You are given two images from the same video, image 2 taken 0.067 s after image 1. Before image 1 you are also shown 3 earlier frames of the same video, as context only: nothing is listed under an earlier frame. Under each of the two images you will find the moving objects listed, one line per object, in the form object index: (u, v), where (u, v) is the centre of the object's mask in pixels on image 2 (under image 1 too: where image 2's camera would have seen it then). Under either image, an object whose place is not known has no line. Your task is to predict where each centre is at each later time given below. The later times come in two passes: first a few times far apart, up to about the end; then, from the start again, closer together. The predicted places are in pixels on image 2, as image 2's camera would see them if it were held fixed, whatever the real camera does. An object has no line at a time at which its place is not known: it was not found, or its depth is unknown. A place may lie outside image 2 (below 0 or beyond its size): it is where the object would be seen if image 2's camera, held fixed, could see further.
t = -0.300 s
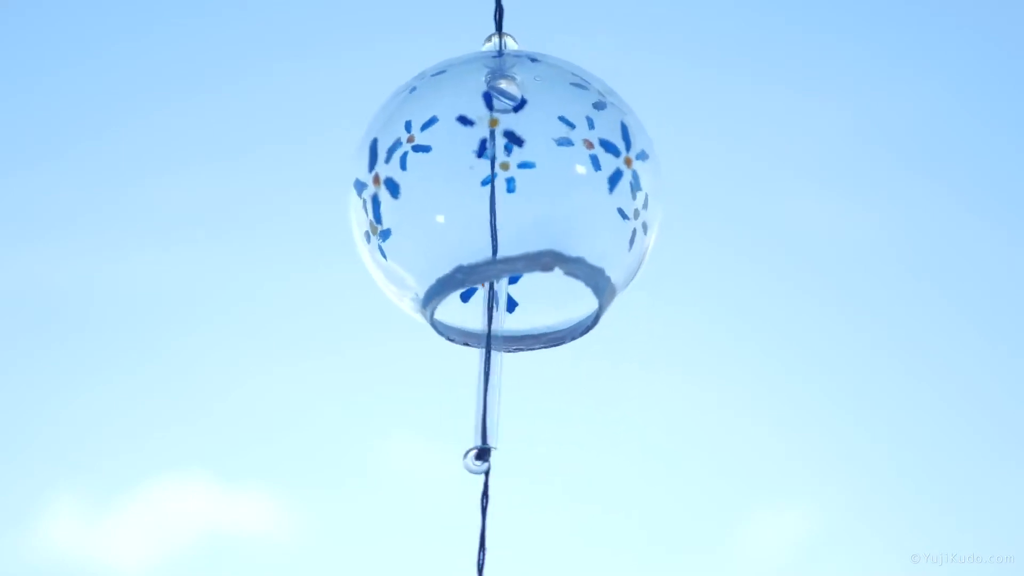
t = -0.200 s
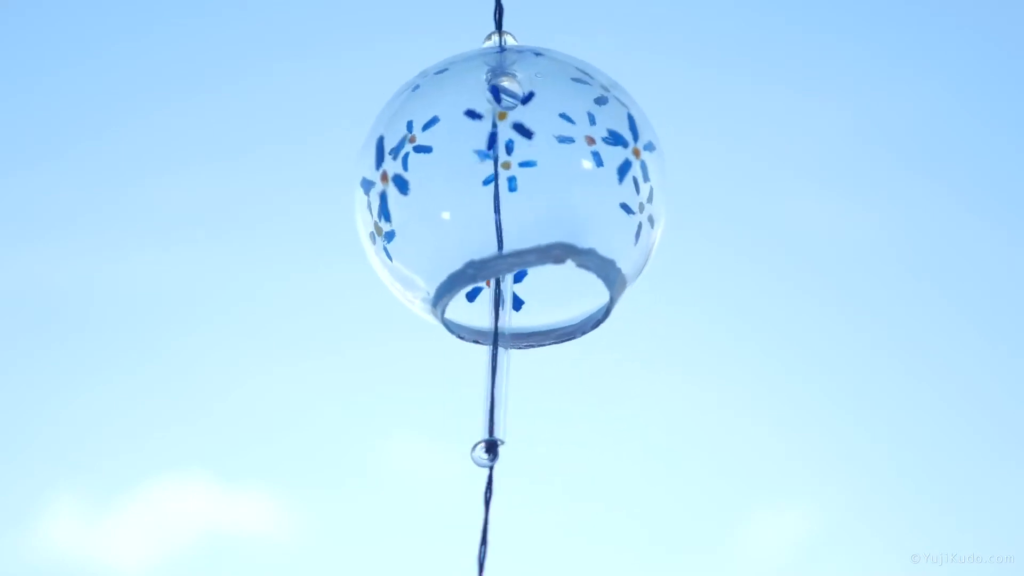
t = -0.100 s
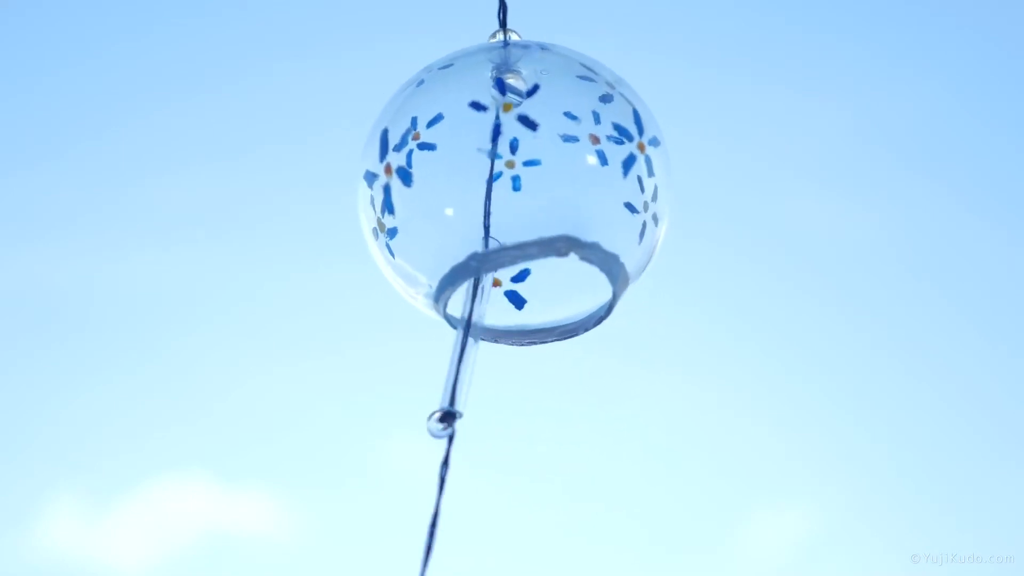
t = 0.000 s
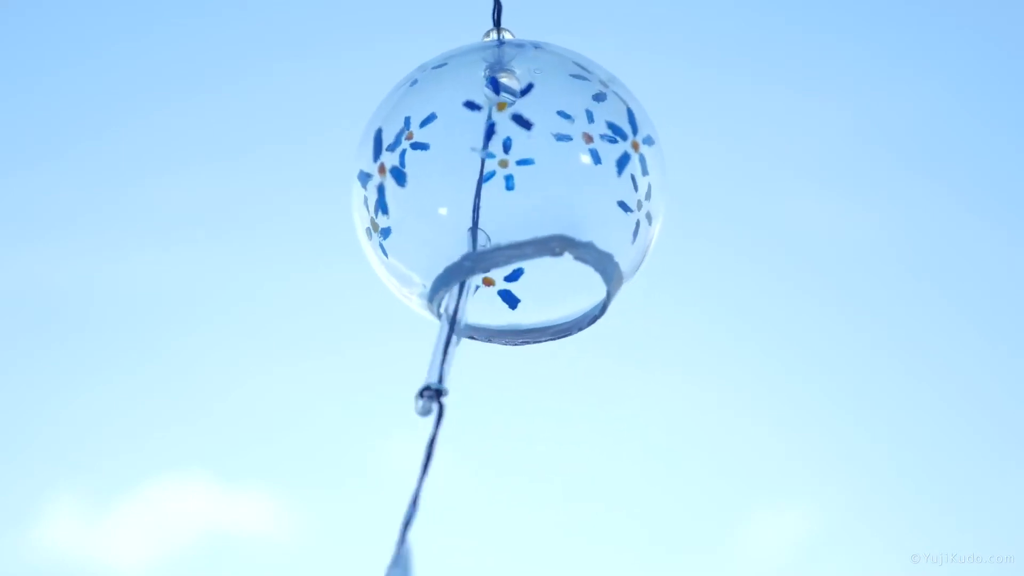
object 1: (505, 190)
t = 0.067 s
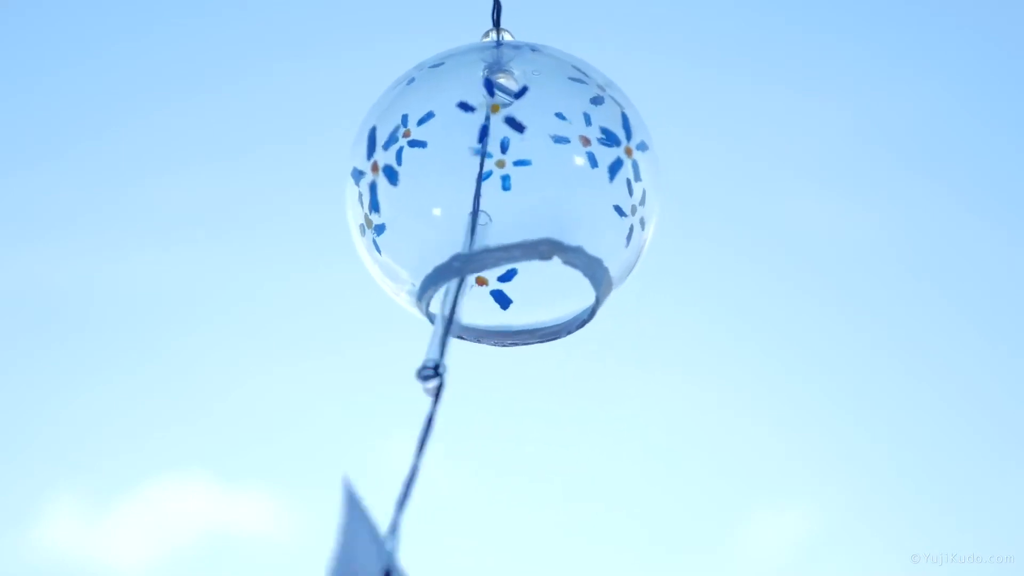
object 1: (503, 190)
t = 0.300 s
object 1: (502, 190)
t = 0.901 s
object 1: (498, 189)
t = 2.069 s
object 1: (499, 190)
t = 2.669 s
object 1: (502, 191)
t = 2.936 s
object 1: (502, 187)
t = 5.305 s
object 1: (499, 188)
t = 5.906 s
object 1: (500, 190)
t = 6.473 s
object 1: (502, 187)
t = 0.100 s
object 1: (501, 191)
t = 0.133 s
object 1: (501, 191)
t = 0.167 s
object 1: (500, 191)
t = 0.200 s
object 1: (500, 191)
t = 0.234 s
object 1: (501, 190)
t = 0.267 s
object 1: (501, 190)
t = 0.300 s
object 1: (502, 190)
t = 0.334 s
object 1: (503, 190)
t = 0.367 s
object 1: (504, 189)
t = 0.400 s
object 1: (505, 189)
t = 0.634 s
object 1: (505, 188)
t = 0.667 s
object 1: (503, 188)
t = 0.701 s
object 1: (501, 189)
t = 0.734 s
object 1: (501, 189)
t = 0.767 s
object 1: (501, 190)
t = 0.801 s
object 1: (500, 189)
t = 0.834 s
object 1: (499, 189)
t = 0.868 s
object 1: (497, 189)
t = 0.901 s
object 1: (498, 189)
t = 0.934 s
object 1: (499, 188)
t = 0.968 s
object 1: (500, 188)
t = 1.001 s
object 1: (502, 187)
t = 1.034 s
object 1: (505, 188)
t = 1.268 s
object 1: (505, 191)
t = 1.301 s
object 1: (502, 192)
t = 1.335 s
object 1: (499, 192)
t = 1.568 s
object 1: (498, 190)
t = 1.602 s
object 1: (500, 190)
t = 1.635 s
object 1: (502, 190)
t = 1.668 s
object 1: (504, 189)
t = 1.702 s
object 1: (506, 189)
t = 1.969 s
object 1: (506, 192)
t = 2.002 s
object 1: (504, 191)
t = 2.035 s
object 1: (502, 191)
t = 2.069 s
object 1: (499, 190)
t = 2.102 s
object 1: (497, 190)
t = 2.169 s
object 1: (498, 189)
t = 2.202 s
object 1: (499, 189)
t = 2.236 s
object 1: (500, 188)
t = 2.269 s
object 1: (503, 189)
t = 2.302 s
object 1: (504, 189)
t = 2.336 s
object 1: (506, 190)
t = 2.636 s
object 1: (504, 191)
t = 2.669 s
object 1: (502, 191)
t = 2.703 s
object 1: (500, 190)
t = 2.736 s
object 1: (498, 190)
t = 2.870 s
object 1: (499, 187)
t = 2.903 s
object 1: (500, 187)
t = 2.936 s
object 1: (502, 187)
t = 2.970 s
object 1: (503, 188)
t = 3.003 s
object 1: (505, 189)
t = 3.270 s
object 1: (503, 192)
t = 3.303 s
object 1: (501, 192)
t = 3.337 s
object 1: (499, 191)
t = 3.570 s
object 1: (500, 187)
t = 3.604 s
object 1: (502, 188)
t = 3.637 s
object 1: (504, 189)
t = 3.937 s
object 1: (506, 186)
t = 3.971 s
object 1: (502, 186)
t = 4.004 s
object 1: (500, 185)
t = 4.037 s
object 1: (498, 185)
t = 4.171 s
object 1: (498, 192)
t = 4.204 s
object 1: (499, 193)
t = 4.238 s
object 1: (501, 195)
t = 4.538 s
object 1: (506, 188)
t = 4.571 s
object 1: (505, 185)
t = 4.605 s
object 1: (502, 185)
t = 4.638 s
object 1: (501, 184)
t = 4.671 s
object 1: (499, 184)
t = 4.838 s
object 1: (499, 189)
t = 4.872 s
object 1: (501, 191)
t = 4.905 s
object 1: (502, 192)
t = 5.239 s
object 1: (505, 187)
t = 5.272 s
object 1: (502, 188)
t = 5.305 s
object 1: (499, 188)
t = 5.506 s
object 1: (498, 194)
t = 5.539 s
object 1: (501, 193)
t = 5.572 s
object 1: (505, 192)
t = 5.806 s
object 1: (506, 186)
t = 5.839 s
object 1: (505, 186)
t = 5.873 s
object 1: (501, 188)
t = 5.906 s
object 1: (500, 190)
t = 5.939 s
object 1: (498, 191)
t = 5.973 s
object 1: (498, 193)
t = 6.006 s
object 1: (498, 194)
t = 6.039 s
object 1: (500, 194)
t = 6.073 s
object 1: (502, 194)
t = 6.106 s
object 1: (503, 193)
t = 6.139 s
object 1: (506, 191)
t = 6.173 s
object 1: (508, 191)
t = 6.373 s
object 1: (508, 186)
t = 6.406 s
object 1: (506, 185)
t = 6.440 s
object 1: (503, 185)
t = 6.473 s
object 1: (502, 187)
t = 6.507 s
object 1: (499, 189)
